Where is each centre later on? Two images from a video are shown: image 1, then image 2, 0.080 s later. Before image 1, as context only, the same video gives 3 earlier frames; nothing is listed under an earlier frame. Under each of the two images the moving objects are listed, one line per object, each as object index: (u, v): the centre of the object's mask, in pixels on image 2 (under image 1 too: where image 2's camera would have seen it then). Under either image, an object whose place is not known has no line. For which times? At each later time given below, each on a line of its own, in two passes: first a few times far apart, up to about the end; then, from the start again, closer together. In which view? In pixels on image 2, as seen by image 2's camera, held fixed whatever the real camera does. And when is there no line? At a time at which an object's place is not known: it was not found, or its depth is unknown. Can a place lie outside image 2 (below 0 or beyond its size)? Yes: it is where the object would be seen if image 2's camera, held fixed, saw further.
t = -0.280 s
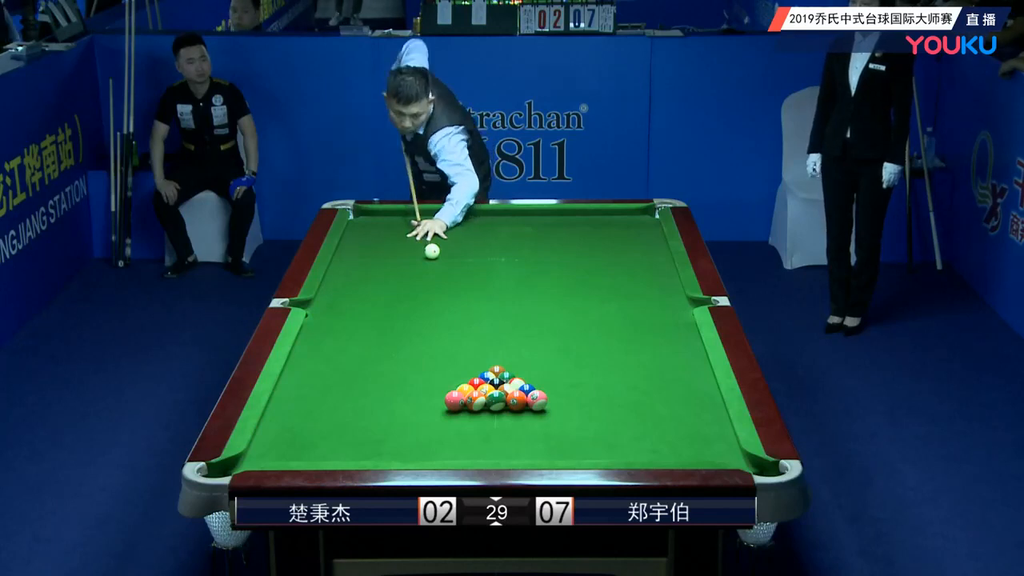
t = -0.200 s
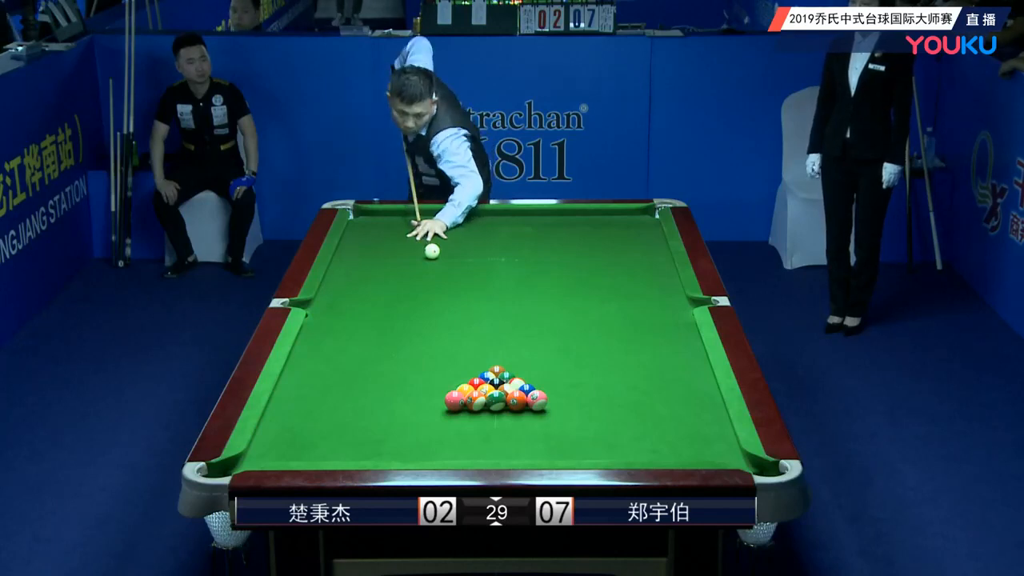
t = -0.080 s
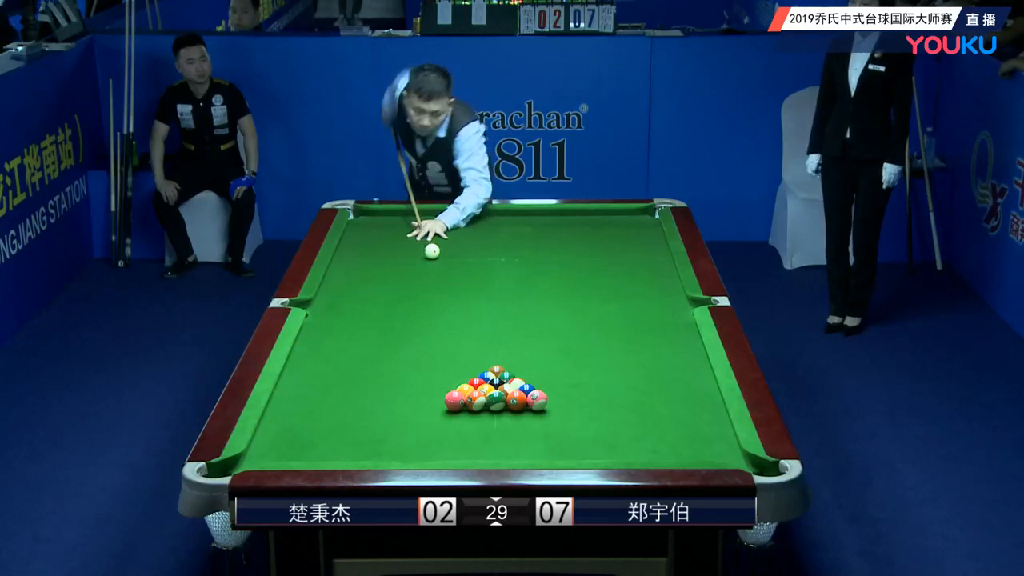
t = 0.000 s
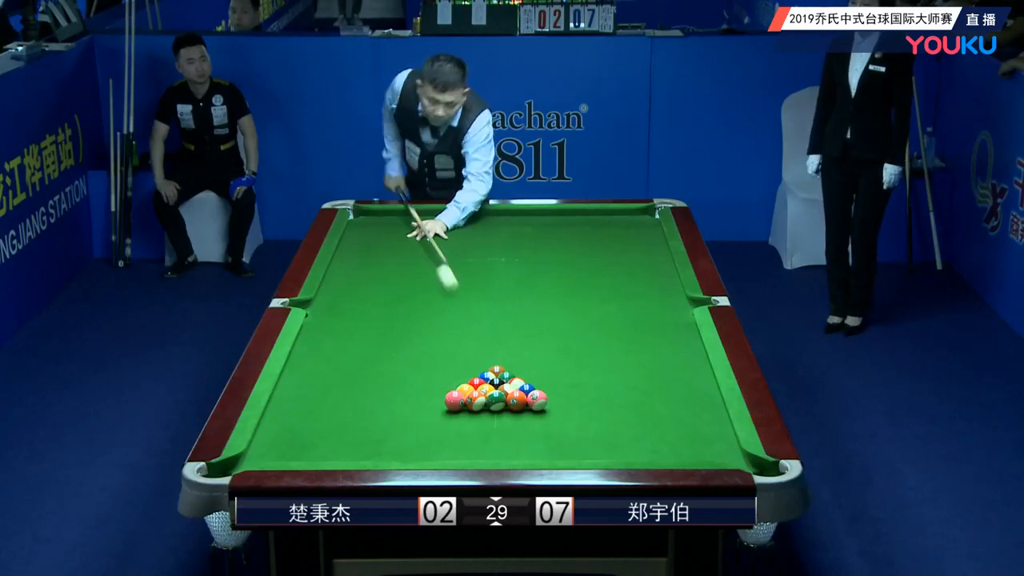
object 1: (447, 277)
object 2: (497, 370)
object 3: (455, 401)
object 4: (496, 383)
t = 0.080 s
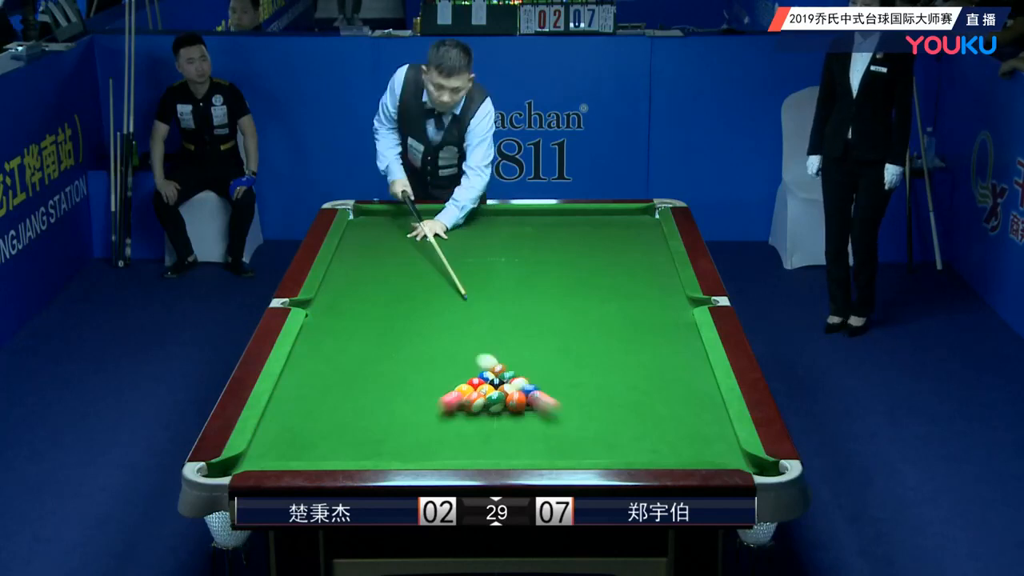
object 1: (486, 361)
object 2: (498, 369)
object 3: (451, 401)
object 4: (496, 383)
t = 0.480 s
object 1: (313, 349)
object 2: (592, 332)
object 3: (287, 391)
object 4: (495, 385)
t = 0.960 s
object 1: (372, 366)
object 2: (677, 293)
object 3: (385, 308)
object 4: (494, 385)
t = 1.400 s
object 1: (366, 377)
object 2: (624, 270)
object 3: (451, 253)
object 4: (494, 386)
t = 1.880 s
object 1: (363, 385)
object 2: (579, 250)
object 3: (508, 214)
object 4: (451, 382)
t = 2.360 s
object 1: (362, 390)
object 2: (534, 240)
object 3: (587, 234)
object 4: (409, 378)
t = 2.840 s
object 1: (363, 392)
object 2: (482, 243)
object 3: (645, 240)
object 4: (377, 376)
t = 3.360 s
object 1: (362, 392)
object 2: (441, 243)
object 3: (575, 243)
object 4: (351, 374)
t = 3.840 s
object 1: (362, 392)
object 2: (415, 244)
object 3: (516, 246)
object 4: (335, 374)
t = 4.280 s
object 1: (362, 392)
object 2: (399, 244)
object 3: (467, 249)
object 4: (328, 374)
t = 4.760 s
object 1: (362, 392)
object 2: (387, 245)
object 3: (419, 252)
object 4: (328, 373)
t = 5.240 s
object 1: (362, 392)
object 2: (382, 243)
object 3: (378, 254)
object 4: (328, 373)
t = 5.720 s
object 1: (362, 392)
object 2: (382, 246)
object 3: (343, 256)
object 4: (328, 374)
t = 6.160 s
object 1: (362, 392)
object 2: (382, 246)
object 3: (352, 257)
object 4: (328, 374)
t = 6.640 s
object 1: (362, 392)
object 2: (382, 246)
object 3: (363, 258)
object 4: (328, 374)
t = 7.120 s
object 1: (362, 392)
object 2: (382, 246)
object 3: (367, 258)
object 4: (328, 374)
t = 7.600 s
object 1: (362, 392)
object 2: (382, 246)
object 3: (367, 258)
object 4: (328, 374)
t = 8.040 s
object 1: (362, 392)
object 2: (382, 246)
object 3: (367, 258)
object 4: (328, 374)
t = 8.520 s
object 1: (362, 392)
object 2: (382, 246)
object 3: (368, 258)
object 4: (328, 374)
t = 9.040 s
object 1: (362, 392)
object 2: (382, 246)
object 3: (368, 258)
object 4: (328, 374)
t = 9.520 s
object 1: (362, 392)
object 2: (382, 246)
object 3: (367, 258)
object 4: (328, 374)
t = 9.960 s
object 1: (362, 392)
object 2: (382, 246)
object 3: (367, 258)
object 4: (328, 374)
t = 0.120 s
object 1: (465, 350)
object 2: (510, 365)
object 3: (423, 417)
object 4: (495, 385)
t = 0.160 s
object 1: (443, 340)
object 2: (521, 361)
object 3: (394, 434)
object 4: (495, 385)
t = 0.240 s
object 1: (399, 336)
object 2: (542, 355)
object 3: (342, 453)
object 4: (494, 386)
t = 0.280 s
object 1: (378, 342)
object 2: (551, 351)
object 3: (330, 444)
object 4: (494, 386)
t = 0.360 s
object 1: (338, 345)
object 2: (568, 343)
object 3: (310, 421)
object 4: (495, 385)
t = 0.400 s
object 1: (319, 343)
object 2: (576, 339)
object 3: (302, 411)
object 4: (495, 385)
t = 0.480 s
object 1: (313, 349)
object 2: (592, 332)
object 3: (287, 391)
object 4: (495, 385)
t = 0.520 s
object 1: (326, 351)
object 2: (599, 328)
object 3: (290, 382)
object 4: (495, 385)
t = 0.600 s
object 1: (349, 355)
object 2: (616, 321)
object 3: (313, 367)
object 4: (495, 385)
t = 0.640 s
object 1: (360, 357)
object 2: (623, 318)
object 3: (322, 360)
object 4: (494, 385)
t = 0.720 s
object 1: (380, 360)
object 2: (638, 311)
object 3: (339, 346)
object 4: (494, 385)
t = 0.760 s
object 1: (381, 362)
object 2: (645, 308)
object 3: (347, 339)
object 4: (494, 385)
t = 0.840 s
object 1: (375, 363)
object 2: (658, 302)
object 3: (363, 326)
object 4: (494, 385)
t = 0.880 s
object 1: (373, 364)
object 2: (665, 299)
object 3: (370, 320)
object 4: (494, 385)
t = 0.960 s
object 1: (372, 366)
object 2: (677, 293)
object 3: (385, 308)
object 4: (494, 385)
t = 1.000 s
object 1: (371, 367)
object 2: (670, 290)
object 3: (392, 302)
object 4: (494, 385)
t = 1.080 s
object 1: (370, 370)
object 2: (660, 286)
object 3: (405, 291)
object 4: (494, 385)
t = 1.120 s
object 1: (369, 370)
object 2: (655, 284)
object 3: (411, 286)
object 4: (494, 385)
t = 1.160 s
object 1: (369, 371)
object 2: (651, 282)
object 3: (417, 281)
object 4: (494, 385)
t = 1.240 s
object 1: (368, 373)
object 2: (642, 278)
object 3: (429, 271)
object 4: (494, 385)
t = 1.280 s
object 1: (367, 374)
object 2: (637, 276)
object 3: (435, 266)
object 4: (494, 386)
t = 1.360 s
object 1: (366, 375)
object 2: (628, 272)
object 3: (446, 257)
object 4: (494, 386)
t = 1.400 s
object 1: (366, 377)
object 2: (624, 270)
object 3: (451, 253)
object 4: (494, 386)
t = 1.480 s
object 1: (366, 378)
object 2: (616, 266)
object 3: (461, 244)
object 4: (494, 385)
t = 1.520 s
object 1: (366, 378)
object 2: (612, 265)
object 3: (466, 240)
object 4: (489, 385)
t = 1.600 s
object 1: (365, 377)
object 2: (604, 261)
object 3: (475, 232)
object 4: (479, 385)
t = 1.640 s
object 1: (363, 379)
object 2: (601, 259)
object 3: (480, 228)
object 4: (475, 385)
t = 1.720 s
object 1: (363, 382)
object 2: (593, 256)
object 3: (489, 221)
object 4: (467, 383)
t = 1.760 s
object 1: (363, 383)
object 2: (589, 254)
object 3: (493, 217)
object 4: (463, 383)
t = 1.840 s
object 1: (363, 384)
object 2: (583, 251)
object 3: (501, 211)
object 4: (455, 382)
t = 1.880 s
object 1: (363, 385)
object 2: (579, 250)
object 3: (508, 214)
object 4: (451, 382)
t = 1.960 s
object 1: (363, 386)
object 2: (572, 247)
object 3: (520, 219)
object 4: (443, 381)
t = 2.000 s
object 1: (363, 386)
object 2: (569, 245)
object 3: (526, 222)
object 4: (440, 381)
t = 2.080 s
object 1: (363, 387)
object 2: (562, 242)
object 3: (538, 226)
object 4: (434, 379)
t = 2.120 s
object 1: (363, 388)
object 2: (559, 241)
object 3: (544, 228)
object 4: (431, 375)
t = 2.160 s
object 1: (363, 388)
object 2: (557, 240)
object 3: (549, 229)
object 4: (424, 375)
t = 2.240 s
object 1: (362, 389)
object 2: (549, 238)
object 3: (564, 233)
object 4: (419, 379)
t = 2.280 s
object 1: (363, 389)
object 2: (544, 239)
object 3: (571, 233)
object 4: (416, 378)
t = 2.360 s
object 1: (362, 390)
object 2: (534, 240)
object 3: (587, 234)
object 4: (409, 378)
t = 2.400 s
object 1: (362, 390)
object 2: (529, 240)
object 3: (595, 234)
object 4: (406, 378)
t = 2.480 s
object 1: (362, 391)
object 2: (520, 241)
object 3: (610, 235)
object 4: (400, 377)
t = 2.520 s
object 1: (362, 391)
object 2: (516, 241)
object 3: (618, 235)
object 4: (398, 377)
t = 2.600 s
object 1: (362, 391)
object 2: (507, 241)
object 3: (633, 236)
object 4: (392, 377)
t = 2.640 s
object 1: (362, 392)
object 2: (503, 241)
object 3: (640, 237)
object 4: (389, 377)
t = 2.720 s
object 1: (362, 392)
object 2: (495, 242)
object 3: (655, 236)
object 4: (384, 376)
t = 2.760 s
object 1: (363, 392)
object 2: (490, 242)
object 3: (656, 235)
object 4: (382, 376)
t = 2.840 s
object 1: (363, 392)
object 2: (482, 243)
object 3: (645, 240)
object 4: (377, 376)
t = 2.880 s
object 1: (362, 392)
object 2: (478, 243)
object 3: (640, 240)
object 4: (375, 375)
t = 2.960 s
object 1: (363, 392)
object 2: (470, 243)
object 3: (629, 241)
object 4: (370, 374)
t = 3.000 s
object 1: (363, 392)
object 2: (466, 244)
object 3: (623, 241)
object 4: (368, 374)
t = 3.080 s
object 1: (363, 392)
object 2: (458, 244)
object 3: (612, 242)
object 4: (363, 374)
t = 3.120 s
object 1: (362, 392)
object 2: (455, 245)
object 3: (607, 242)
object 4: (361, 374)
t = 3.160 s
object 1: (362, 392)
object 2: (451, 245)
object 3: (601, 242)
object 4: (359, 374)
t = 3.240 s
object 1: (363, 392)
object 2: (445, 244)
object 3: (591, 243)
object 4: (356, 374)
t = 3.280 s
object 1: (363, 391)
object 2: (444, 244)
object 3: (585, 243)
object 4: (354, 374)
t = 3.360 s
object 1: (362, 392)
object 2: (441, 243)
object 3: (575, 243)
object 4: (351, 374)
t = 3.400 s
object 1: (362, 392)
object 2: (438, 244)
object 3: (570, 243)
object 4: (349, 374)
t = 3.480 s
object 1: (363, 392)
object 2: (434, 243)
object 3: (559, 244)
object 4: (346, 374)
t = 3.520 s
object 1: (363, 392)
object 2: (431, 243)
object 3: (554, 244)
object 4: (344, 374)
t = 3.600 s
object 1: (363, 392)
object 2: (427, 243)
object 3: (544, 245)
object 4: (342, 374)
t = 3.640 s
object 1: (363, 392)
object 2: (425, 243)
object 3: (540, 245)
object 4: (340, 374)
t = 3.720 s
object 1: (362, 392)
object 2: (421, 243)
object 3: (530, 246)
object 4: (338, 374)
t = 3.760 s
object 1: (362, 392)
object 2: (419, 244)
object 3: (525, 246)
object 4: (337, 374)
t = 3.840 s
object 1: (362, 392)
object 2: (415, 244)
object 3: (516, 246)
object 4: (335, 374)
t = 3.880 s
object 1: (363, 392)
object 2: (414, 244)
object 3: (511, 247)
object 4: (334, 374)
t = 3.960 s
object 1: (362, 392)
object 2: (411, 244)
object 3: (502, 247)
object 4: (332, 374)
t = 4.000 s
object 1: (362, 392)
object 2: (409, 244)
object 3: (497, 247)
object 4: (332, 374)
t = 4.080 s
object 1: (363, 392)
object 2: (406, 244)
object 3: (488, 248)
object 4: (331, 374)
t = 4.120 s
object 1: (362, 392)
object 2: (404, 244)
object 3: (484, 248)
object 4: (330, 374)
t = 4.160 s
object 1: (362, 392)
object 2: (403, 244)
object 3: (479, 248)
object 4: (330, 374)
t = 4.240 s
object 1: (362, 392)
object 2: (400, 245)
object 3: (471, 249)
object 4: (329, 374)
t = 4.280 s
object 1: (362, 392)
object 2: (399, 244)
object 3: (467, 249)
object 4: (328, 374)
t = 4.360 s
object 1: (362, 392)
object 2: (396, 245)
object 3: (458, 250)
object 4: (328, 374)
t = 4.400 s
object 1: (362, 392)
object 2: (395, 245)
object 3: (454, 250)
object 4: (328, 373)
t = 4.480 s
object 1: (362, 392)
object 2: (393, 245)
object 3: (446, 250)
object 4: (328, 373)
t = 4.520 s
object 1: (362, 392)
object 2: (392, 245)
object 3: (442, 250)
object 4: (328, 373)
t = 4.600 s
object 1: (362, 392)
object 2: (390, 245)
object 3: (434, 251)
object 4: (328, 373)
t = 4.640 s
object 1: (362, 392)
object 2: (389, 245)
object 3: (430, 251)
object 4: (328, 373)
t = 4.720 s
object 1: (362, 392)
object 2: (388, 245)
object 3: (423, 252)
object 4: (328, 373)
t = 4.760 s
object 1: (362, 392)
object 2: (387, 245)
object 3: (419, 252)
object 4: (328, 373)
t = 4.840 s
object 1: (362, 392)
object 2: (385, 245)
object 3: (412, 252)
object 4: (328, 373)
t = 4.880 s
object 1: (362, 392)
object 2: (385, 245)
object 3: (408, 252)
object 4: (328, 373)
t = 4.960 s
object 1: (362, 392)
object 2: (384, 246)
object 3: (401, 253)
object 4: (328, 373)
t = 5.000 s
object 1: (362, 392)
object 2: (383, 245)
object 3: (398, 253)
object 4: (328, 373)
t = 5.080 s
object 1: (362, 392)
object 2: (382, 245)
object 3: (391, 253)
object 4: (328, 373)
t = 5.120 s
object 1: (362, 392)
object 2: (381, 244)
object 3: (388, 254)
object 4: (328, 373)
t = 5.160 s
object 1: (362, 392)
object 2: (382, 243)
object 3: (385, 254)
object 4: (328, 373)
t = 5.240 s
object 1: (362, 392)
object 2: (382, 243)
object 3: (378, 254)
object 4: (328, 373)
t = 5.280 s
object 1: (362, 392)
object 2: (383, 244)
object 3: (375, 254)
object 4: (328, 373)
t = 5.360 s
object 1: (362, 392)
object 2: (382, 245)
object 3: (369, 255)
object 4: (328, 373)
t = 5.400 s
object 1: (362, 392)
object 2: (381, 246)
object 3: (366, 255)
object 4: (328, 373)
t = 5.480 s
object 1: (362, 392)
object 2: (381, 246)
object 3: (360, 255)
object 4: (328, 374)
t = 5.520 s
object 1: (362, 392)
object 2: (381, 246)
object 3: (357, 255)
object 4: (328, 374)
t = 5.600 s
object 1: (362, 392)
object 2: (382, 246)
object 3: (351, 256)
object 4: (328, 374)
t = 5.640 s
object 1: (362, 392)
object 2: (382, 246)
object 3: (349, 256)
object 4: (328, 374)
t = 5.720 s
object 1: (362, 392)
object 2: (382, 246)
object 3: (343, 256)
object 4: (328, 374)
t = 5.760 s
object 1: (362, 392)
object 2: (382, 246)
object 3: (341, 256)
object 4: (328, 374)
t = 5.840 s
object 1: (362, 392)
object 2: (382, 246)
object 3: (342, 256)
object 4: (328, 374)
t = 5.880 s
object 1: (362, 392)
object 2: (382, 246)
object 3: (343, 256)
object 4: (328, 374)
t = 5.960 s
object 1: (362, 392)
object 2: (382, 246)
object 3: (346, 257)
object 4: (328, 374)
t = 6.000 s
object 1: (362, 392)
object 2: (382, 246)
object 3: (347, 257)
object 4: (328, 374)
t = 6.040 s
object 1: (362, 392)
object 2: (382, 246)
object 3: (349, 257)
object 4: (328, 374)
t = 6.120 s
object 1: (362, 392)
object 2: (382, 246)
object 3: (351, 257)
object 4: (328, 374)
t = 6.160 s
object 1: (362, 392)
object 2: (382, 246)
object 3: (352, 257)
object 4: (328, 374)
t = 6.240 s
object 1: (362, 392)
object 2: (382, 246)
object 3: (354, 257)
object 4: (328, 374)
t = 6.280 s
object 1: (362, 392)
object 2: (382, 246)
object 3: (356, 257)
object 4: (328, 374)
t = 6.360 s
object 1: (362, 392)
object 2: (382, 246)
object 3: (358, 257)
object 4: (328, 374)
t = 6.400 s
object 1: (362, 392)
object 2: (382, 246)
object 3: (358, 257)
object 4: (328, 374)
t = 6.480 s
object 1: (362, 392)
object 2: (382, 246)
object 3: (360, 257)
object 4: (328, 374)
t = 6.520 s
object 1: (362, 392)
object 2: (382, 246)
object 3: (361, 257)
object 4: (328, 374)
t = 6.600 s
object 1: (362, 392)
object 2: (382, 246)
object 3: (362, 258)
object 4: (328, 374)
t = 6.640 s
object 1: (362, 392)
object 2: (382, 246)
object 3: (363, 258)
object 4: (328, 374)
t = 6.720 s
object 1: (362, 392)
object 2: (382, 246)
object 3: (364, 258)
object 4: (328, 374)
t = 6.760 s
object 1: (362, 392)
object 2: (381, 246)
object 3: (365, 258)
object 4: (328, 374)
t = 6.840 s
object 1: (362, 392)
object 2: (382, 246)
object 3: (366, 258)
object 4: (328, 374)
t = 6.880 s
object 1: (362, 392)
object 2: (382, 246)
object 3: (366, 258)
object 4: (328, 374)
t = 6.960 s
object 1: (362, 392)
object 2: (382, 246)
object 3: (367, 258)
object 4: (328, 374)
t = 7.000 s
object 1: (362, 392)
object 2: (382, 246)
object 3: (367, 258)
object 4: (328, 374)
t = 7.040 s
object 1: (362, 392)
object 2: (382, 246)
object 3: (367, 258)
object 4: (328, 374)
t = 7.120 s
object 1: (362, 392)
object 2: (382, 246)
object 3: (367, 258)
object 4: (328, 374)
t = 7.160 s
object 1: (362, 392)
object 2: (382, 246)
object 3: (367, 258)
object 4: (328, 374)
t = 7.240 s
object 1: (362, 392)
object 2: (382, 246)
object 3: (367, 258)
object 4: (328, 374)
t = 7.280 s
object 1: (362, 392)
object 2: (382, 246)
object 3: (367, 258)
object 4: (328, 374)
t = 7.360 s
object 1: (362, 392)
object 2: (382, 246)
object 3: (367, 258)
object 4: (328, 374)
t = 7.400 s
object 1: (362, 392)
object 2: (382, 246)
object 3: (367, 258)
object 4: (328, 374)
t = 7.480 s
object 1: (362, 392)
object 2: (382, 246)
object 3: (367, 258)
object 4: (328, 374)
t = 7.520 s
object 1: (362, 392)
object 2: (382, 246)
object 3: (367, 258)
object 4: (328, 374)
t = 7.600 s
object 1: (362, 392)
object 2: (382, 246)
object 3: (367, 258)
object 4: (328, 374)
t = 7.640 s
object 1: (362, 392)
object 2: (382, 246)
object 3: (367, 258)
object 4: (328, 374)
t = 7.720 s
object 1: (362, 392)
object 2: (382, 246)
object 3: (367, 258)
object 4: (328, 374)
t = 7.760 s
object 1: (362, 392)
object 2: (382, 246)
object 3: (367, 258)
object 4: (328, 374)
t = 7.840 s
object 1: (362, 392)
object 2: (382, 246)
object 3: (367, 258)
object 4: (328, 374)
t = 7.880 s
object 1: (362, 392)
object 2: (382, 246)
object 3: (367, 258)
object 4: (328, 374)
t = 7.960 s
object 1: (362, 392)
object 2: (382, 246)
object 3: (367, 258)
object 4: (328, 374)
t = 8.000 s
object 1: (362, 392)
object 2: (382, 246)
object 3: (367, 258)
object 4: (328, 374)
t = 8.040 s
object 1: (362, 392)
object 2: (382, 246)
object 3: (367, 258)
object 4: (328, 374)
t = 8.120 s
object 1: (362, 392)
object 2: (382, 246)
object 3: (367, 258)
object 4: (328, 374)
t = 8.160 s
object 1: (362, 392)
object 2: (382, 246)
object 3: (367, 258)
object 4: (328, 374)
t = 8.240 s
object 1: (362, 392)
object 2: (382, 246)
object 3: (367, 258)
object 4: (328, 374)
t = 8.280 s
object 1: (362, 392)
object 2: (382, 246)
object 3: (367, 258)
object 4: (328, 374)
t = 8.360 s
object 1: (362, 392)
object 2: (382, 246)
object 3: (367, 258)
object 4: (328, 374)
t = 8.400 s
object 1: (362, 392)
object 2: (382, 246)
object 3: (368, 258)
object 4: (328, 374)
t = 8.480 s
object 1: (362, 392)
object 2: (382, 246)
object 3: (368, 258)
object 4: (328, 374)
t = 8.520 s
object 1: (362, 392)
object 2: (382, 246)
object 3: (368, 258)
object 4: (328, 374)
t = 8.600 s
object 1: (362, 392)
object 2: (382, 246)
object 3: (368, 258)
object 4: (328, 374)
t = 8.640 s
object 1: (362, 392)
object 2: (382, 246)
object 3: (367, 258)
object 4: (328, 374)
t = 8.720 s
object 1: (362, 392)
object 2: (382, 246)
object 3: (368, 258)
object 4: (328, 374)
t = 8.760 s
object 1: (362, 392)
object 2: (382, 246)
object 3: (367, 258)
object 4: (328, 374)
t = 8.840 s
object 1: (362, 392)
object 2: (382, 246)
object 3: (367, 258)
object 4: (328, 374)
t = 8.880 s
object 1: (362, 392)
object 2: (382, 246)
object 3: (367, 258)
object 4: (328, 374)
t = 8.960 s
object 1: (362, 392)
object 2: (382, 246)
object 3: (367, 258)
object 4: (328, 374)
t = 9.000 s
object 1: (362, 392)
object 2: (382, 246)
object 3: (368, 258)
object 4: (328, 374)
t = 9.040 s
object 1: (362, 392)
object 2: (382, 246)
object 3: (368, 258)
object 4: (328, 374)
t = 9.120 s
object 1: (362, 392)
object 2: (382, 246)
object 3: (367, 258)
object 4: (328, 374)
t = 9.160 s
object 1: (362, 392)
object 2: (382, 246)
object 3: (367, 258)
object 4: (328, 374)
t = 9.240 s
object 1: (362, 392)
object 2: (382, 246)
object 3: (367, 258)
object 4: (328, 374)
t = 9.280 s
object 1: (362, 392)
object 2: (382, 246)
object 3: (367, 258)
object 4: (328, 374)
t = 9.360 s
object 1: (362, 392)
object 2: (382, 246)
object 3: (367, 258)
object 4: (328, 374)
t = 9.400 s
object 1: (362, 392)
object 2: (382, 246)
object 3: (367, 258)
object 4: (328, 374)
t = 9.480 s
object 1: (362, 392)
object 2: (382, 246)
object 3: (367, 258)
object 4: (328, 374)
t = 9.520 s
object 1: (362, 392)
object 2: (382, 246)
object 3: (367, 258)
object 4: (328, 374)
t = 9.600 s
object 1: (362, 392)
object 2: (382, 246)
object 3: (368, 258)
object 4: (328, 374)
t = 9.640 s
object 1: (362, 392)
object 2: (382, 246)
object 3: (367, 258)
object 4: (328, 374)
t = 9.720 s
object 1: (362, 392)
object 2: (382, 246)
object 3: (367, 258)
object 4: (328, 374)
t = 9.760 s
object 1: (362, 392)
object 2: (382, 246)
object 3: (367, 258)
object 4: (328, 374)
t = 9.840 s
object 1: (362, 392)
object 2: (382, 246)
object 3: (367, 258)
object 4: (328, 374)
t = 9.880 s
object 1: (362, 392)
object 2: (382, 246)
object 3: (367, 258)
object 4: (328, 374)
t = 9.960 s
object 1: (362, 392)
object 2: (382, 246)
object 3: (367, 258)
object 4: (328, 374)
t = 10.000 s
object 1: (362, 392)
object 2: (382, 246)
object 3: (367, 258)
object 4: (328, 374)
